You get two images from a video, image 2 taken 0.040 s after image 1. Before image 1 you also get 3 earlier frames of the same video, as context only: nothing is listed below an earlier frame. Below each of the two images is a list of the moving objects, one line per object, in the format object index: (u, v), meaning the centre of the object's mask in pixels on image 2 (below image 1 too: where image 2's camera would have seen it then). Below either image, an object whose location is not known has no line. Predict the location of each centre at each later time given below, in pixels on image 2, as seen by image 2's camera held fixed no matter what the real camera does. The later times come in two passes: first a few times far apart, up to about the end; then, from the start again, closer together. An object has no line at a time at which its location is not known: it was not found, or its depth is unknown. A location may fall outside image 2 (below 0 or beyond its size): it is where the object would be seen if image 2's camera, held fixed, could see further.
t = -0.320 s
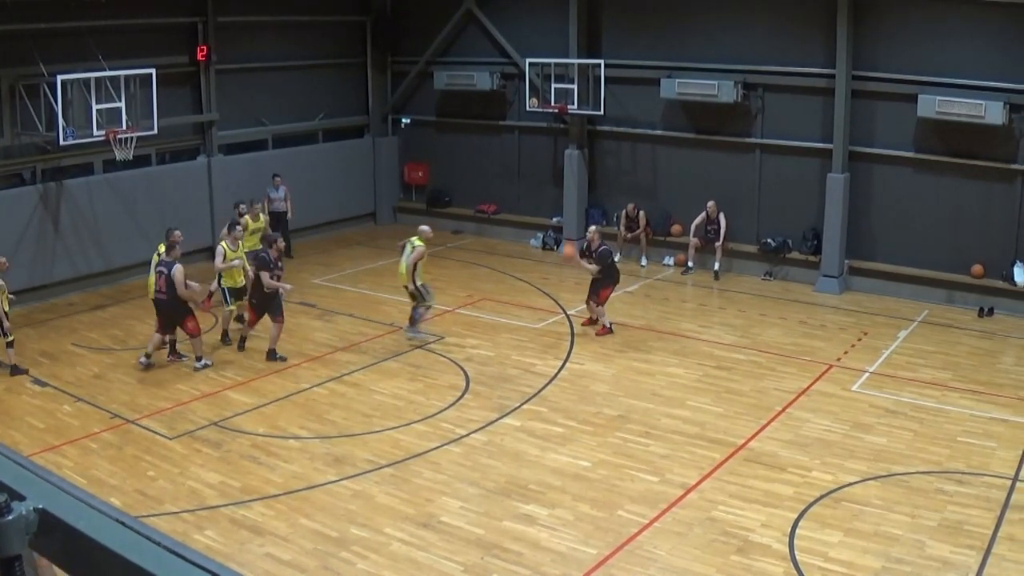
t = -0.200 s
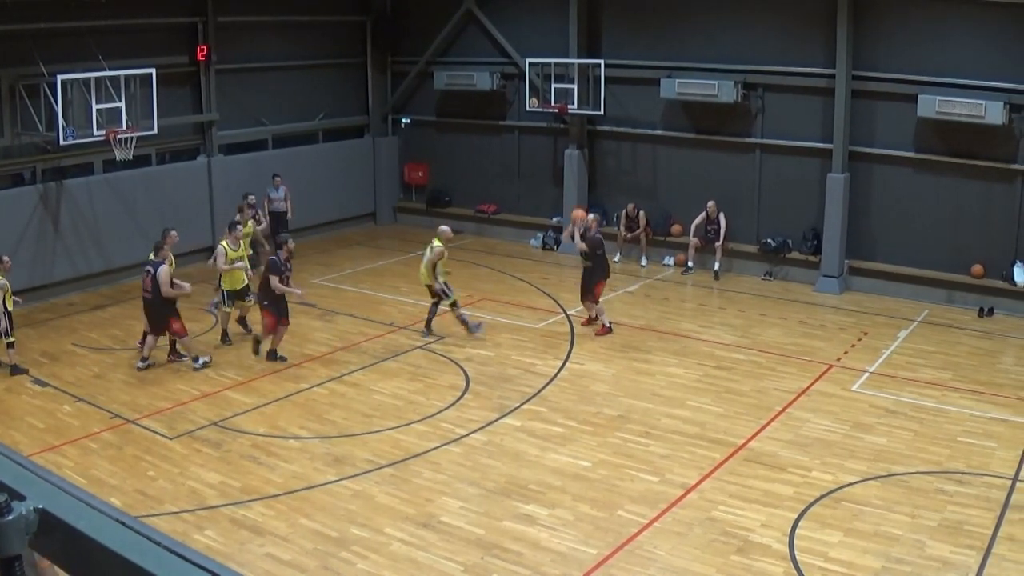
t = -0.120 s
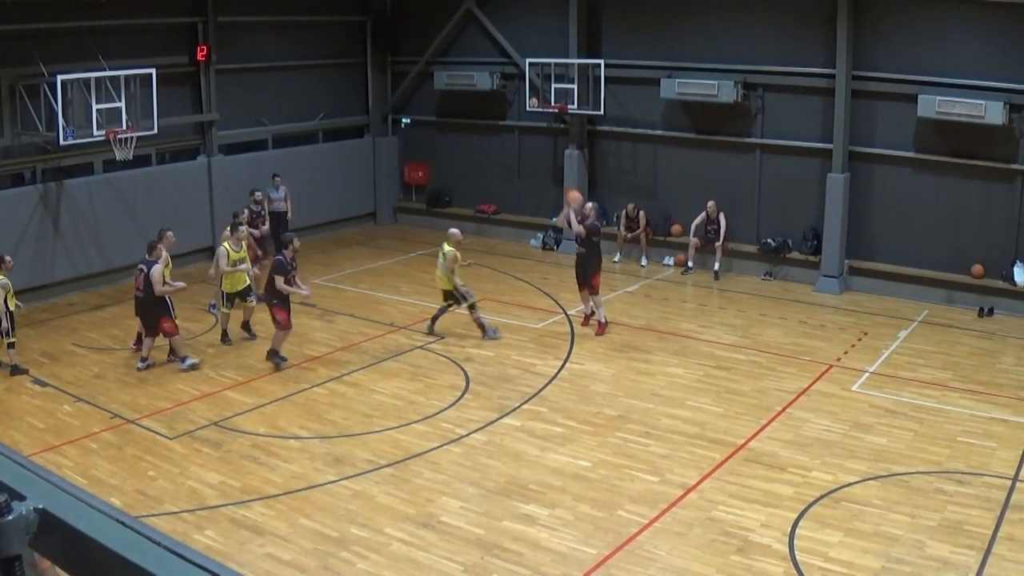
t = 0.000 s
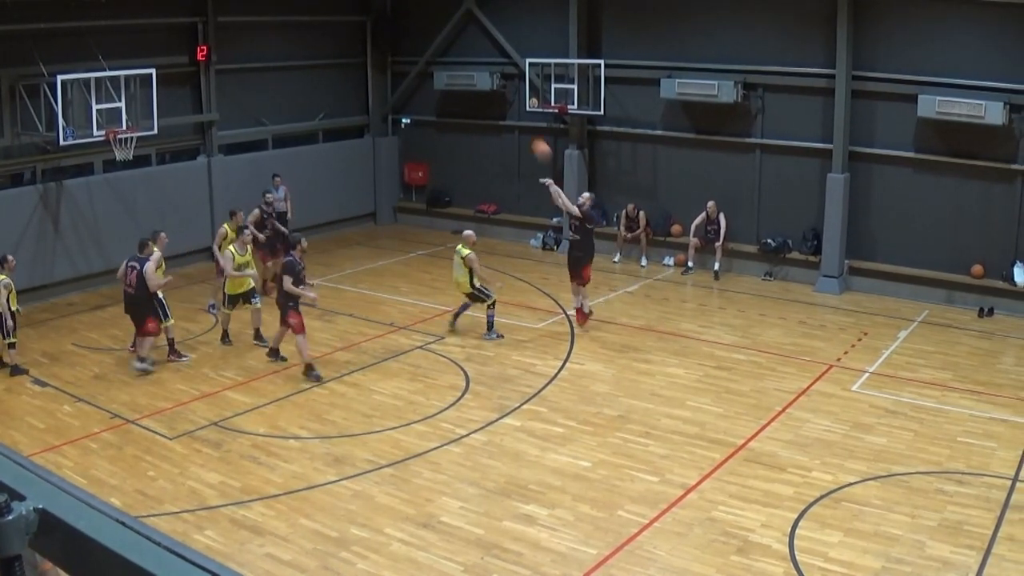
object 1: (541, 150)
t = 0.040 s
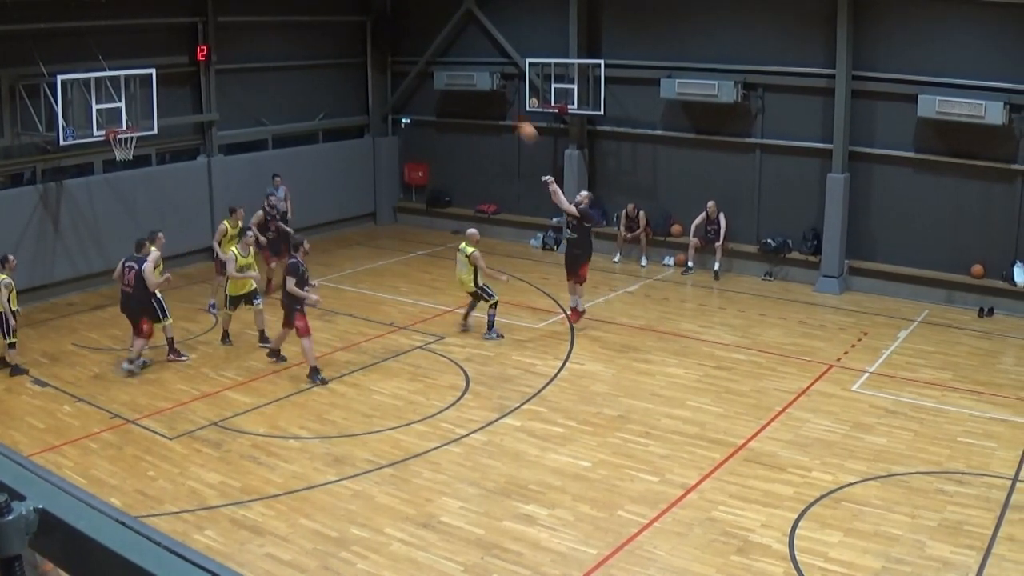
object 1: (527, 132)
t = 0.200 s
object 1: (470, 70)
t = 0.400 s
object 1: (403, 25)
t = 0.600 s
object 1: (337, 6)
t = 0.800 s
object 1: (274, 11)
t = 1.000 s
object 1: (215, 45)
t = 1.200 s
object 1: (161, 103)
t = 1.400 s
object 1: (189, 145)
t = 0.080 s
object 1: (513, 115)
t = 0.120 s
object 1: (499, 101)
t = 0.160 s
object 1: (485, 85)
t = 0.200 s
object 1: (470, 70)
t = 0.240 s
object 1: (457, 60)
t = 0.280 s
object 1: (444, 50)
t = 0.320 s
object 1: (430, 40)
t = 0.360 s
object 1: (416, 32)
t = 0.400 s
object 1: (403, 25)
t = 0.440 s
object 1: (389, 18)
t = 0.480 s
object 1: (376, 13)
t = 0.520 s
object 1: (363, 9)
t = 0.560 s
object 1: (350, 7)
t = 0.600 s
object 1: (337, 6)
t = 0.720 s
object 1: (299, 6)
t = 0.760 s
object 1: (286, 8)
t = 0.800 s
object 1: (274, 11)
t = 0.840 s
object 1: (262, 16)
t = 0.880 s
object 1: (250, 22)
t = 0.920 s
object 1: (238, 29)
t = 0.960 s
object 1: (227, 36)
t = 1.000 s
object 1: (215, 45)
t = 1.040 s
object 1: (203, 55)
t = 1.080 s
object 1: (192, 66)
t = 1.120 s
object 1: (181, 77)
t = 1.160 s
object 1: (170, 90)
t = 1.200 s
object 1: (161, 103)
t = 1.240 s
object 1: (149, 119)
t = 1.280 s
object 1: (147, 128)
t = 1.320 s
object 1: (162, 133)
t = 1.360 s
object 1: (175, 138)
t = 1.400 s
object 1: (189, 145)
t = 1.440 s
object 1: (201, 152)
